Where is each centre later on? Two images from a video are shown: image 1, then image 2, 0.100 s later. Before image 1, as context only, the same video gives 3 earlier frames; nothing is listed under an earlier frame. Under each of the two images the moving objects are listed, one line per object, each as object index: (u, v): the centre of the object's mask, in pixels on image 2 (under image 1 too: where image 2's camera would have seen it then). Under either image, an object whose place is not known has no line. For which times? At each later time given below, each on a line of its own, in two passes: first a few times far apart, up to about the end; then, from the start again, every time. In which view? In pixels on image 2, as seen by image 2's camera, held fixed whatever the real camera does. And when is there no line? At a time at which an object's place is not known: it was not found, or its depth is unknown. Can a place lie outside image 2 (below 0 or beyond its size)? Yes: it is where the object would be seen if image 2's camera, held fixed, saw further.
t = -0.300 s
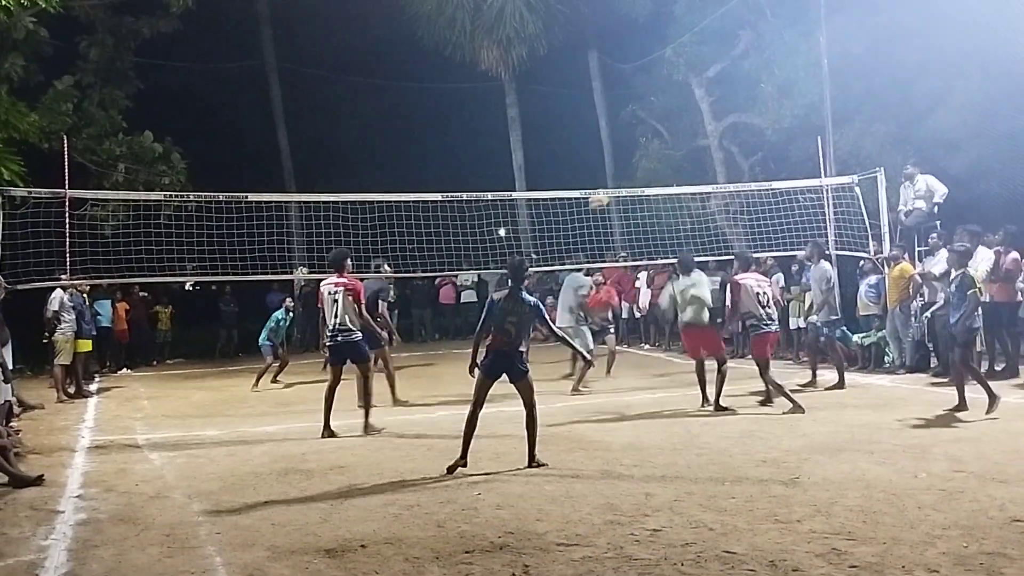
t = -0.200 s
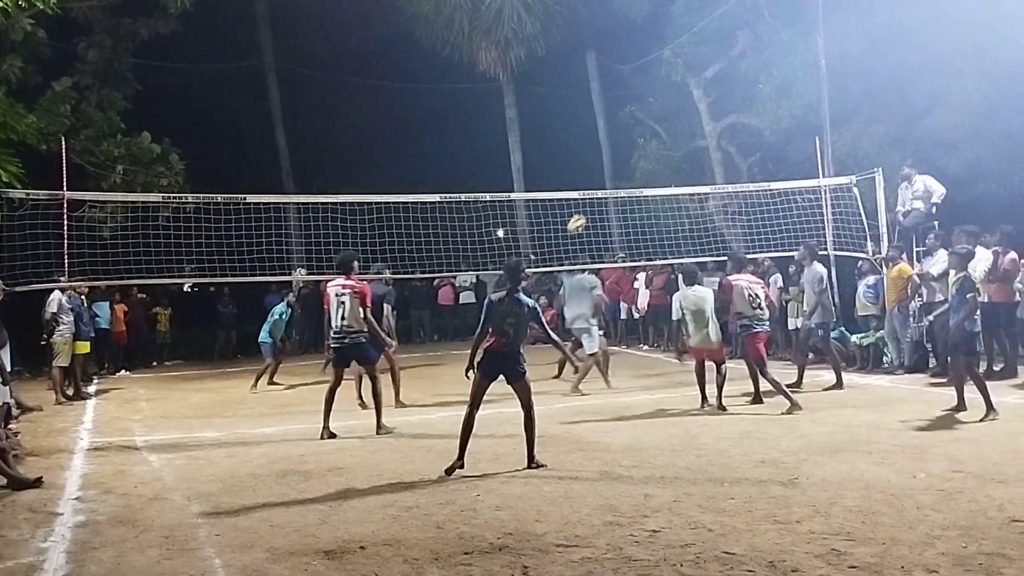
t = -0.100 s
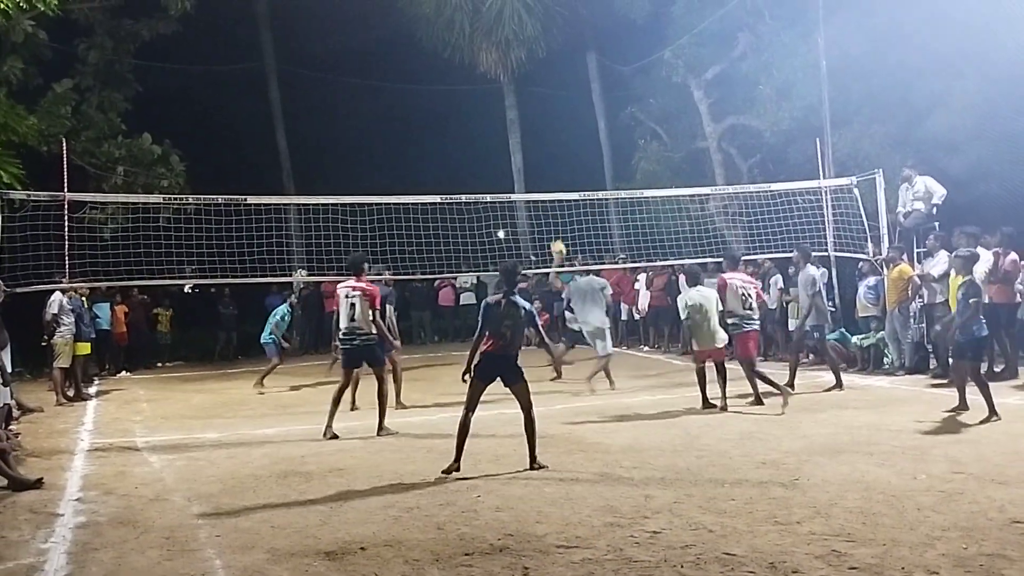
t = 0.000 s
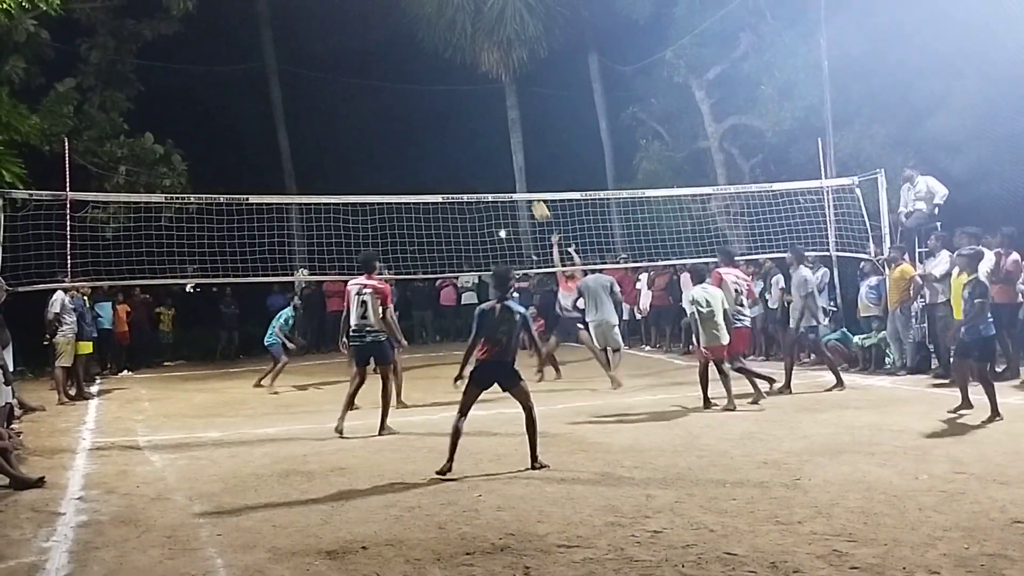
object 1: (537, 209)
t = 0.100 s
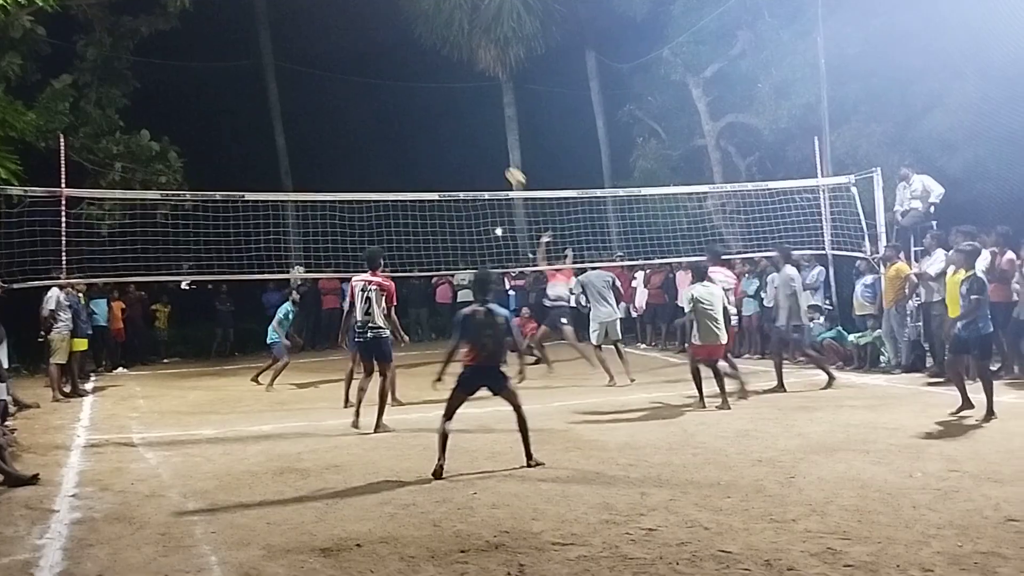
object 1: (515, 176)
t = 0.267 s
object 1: (481, 139)
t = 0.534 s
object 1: (429, 117)
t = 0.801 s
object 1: (382, 141)
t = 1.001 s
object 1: (349, 188)
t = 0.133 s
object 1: (508, 168)
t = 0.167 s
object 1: (502, 160)
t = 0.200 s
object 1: (495, 151)
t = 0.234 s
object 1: (487, 144)
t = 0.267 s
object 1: (481, 139)
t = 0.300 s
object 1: (475, 133)
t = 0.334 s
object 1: (468, 128)
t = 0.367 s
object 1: (462, 124)
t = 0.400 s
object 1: (455, 121)
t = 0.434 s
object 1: (448, 119)
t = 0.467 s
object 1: (442, 117)
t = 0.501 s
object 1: (436, 117)
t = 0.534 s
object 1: (429, 117)
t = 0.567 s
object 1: (423, 117)
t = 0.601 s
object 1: (417, 118)
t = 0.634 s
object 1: (411, 121)
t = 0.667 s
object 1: (405, 123)
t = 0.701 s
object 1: (399, 126)
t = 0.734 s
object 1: (393, 131)
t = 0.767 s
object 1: (387, 136)
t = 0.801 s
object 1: (382, 141)
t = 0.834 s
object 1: (376, 148)
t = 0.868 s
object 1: (370, 155)
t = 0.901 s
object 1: (365, 163)
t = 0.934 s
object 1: (359, 171)
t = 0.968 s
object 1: (354, 180)
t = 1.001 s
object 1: (349, 188)
